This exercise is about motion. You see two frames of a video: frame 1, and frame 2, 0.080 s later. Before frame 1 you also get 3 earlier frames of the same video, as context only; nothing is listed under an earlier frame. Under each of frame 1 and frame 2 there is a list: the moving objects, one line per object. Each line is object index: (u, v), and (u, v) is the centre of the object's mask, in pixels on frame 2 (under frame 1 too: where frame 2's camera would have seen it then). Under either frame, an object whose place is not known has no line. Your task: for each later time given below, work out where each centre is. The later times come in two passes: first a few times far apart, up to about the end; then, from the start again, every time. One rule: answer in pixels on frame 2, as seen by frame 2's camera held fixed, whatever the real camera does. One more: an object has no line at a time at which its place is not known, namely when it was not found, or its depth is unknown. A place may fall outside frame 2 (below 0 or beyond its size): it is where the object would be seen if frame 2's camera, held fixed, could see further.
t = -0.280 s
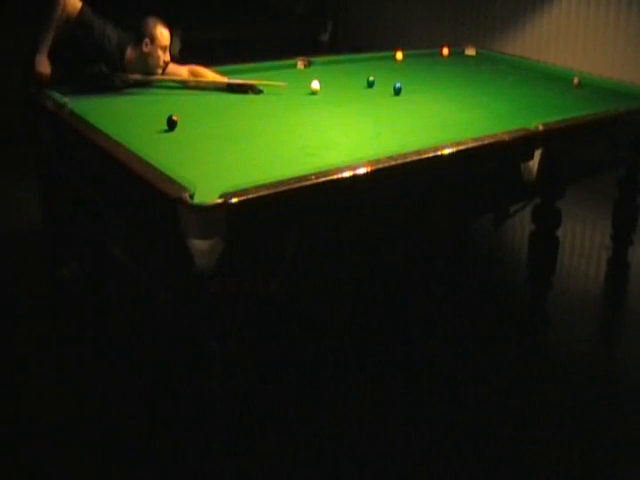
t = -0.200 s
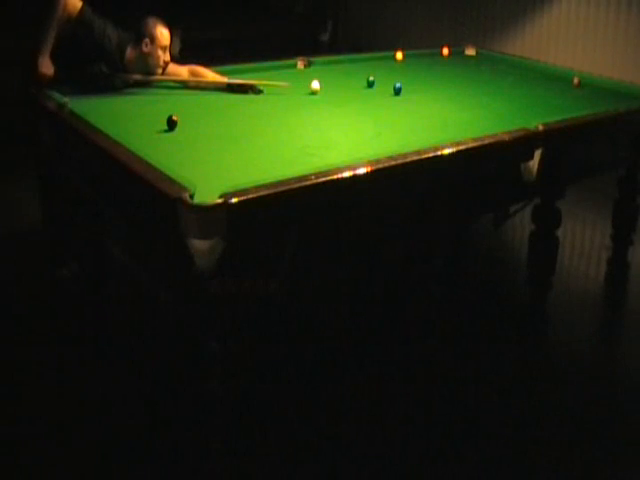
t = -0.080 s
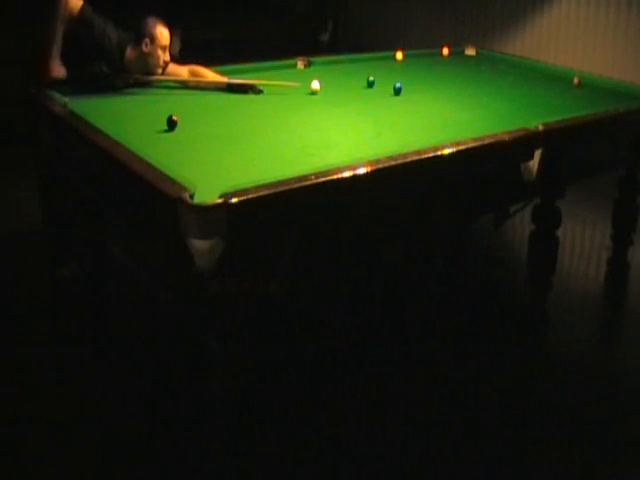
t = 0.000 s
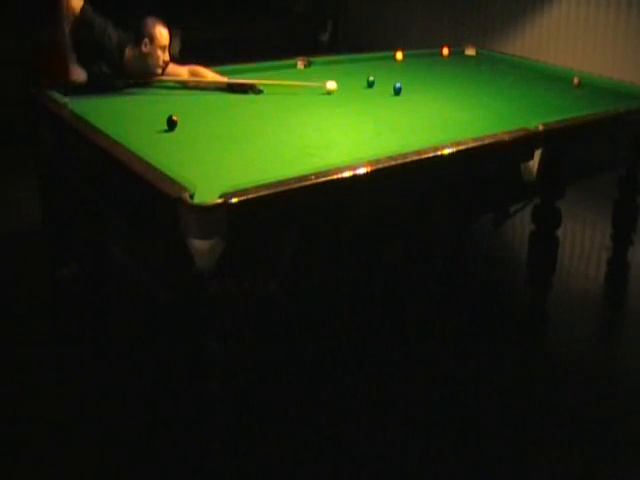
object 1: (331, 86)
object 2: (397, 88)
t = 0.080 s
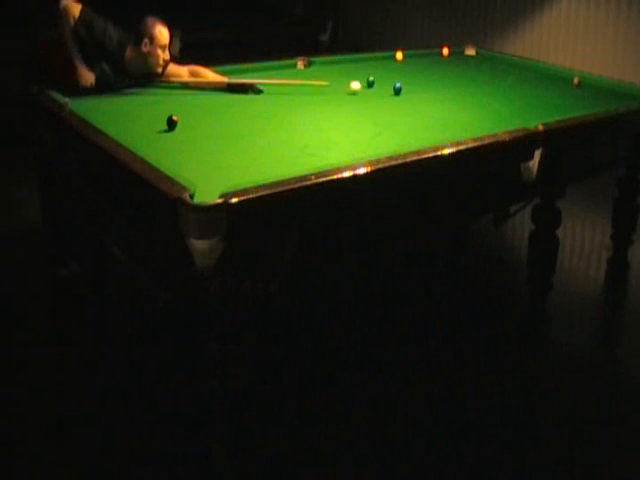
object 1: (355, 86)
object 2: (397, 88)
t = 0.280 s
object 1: (390, 87)
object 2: (417, 89)
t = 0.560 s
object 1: (407, 87)
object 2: (466, 90)
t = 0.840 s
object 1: (423, 88)
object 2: (508, 91)
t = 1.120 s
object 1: (439, 88)
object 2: (546, 92)
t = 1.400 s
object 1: (452, 89)
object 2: (581, 92)
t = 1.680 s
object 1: (465, 89)
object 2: (613, 92)
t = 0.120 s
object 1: (367, 86)
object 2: (397, 88)
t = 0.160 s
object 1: (378, 86)
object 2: (397, 88)
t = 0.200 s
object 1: (388, 86)
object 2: (398, 89)
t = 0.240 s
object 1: (389, 86)
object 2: (408, 89)
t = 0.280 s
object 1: (390, 87)
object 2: (417, 89)
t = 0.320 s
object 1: (392, 86)
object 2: (426, 89)
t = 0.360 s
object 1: (394, 87)
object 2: (433, 89)
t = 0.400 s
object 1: (397, 87)
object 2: (440, 90)
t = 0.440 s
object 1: (399, 87)
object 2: (446, 90)
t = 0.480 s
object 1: (402, 87)
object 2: (453, 90)
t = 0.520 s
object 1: (404, 87)
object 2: (459, 90)
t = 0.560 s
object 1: (407, 87)
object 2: (466, 90)
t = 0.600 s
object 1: (409, 87)
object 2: (472, 90)
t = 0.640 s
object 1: (412, 87)
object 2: (478, 90)
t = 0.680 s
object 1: (414, 87)
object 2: (484, 90)
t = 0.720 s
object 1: (416, 87)
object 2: (490, 90)
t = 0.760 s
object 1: (419, 88)
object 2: (496, 90)
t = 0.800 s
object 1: (421, 88)
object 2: (502, 91)
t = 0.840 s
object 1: (423, 88)
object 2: (508, 91)
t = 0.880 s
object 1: (426, 88)
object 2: (513, 91)
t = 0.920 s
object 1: (428, 88)
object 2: (519, 91)
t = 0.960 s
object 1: (430, 88)
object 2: (524, 91)
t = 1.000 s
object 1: (432, 88)
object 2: (529, 91)
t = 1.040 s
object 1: (434, 88)
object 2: (535, 91)
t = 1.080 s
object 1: (436, 88)
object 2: (541, 91)
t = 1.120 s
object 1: (439, 88)
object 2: (546, 92)
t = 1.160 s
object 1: (441, 88)
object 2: (551, 92)
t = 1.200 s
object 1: (443, 89)
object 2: (556, 92)
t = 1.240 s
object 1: (445, 88)
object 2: (562, 92)
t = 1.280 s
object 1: (447, 89)
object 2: (567, 92)
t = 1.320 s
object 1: (448, 89)
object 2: (572, 92)
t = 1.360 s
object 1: (450, 89)
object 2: (576, 92)
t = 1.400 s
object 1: (452, 89)
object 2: (581, 92)
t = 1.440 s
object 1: (454, 89)
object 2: (585, 93)
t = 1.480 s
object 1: (456, 89)
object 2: (591, 93)
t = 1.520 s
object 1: (458, 89)
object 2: (595, 92)
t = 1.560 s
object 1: (460, 89)
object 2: (599, 93)
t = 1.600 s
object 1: (461, 89)
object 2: (604, 92)
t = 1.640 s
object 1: (463, 89)
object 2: (609, 92)
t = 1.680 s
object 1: (465, 89)
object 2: (613, 92)
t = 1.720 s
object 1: (466, 89)
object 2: (618, 93)
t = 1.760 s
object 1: (468, 89)
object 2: (623, 93)
